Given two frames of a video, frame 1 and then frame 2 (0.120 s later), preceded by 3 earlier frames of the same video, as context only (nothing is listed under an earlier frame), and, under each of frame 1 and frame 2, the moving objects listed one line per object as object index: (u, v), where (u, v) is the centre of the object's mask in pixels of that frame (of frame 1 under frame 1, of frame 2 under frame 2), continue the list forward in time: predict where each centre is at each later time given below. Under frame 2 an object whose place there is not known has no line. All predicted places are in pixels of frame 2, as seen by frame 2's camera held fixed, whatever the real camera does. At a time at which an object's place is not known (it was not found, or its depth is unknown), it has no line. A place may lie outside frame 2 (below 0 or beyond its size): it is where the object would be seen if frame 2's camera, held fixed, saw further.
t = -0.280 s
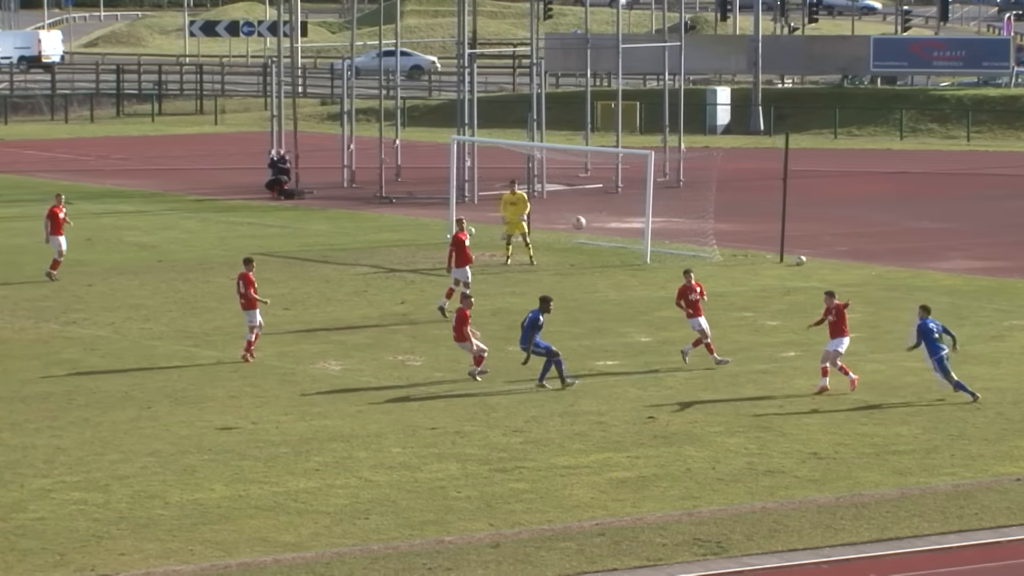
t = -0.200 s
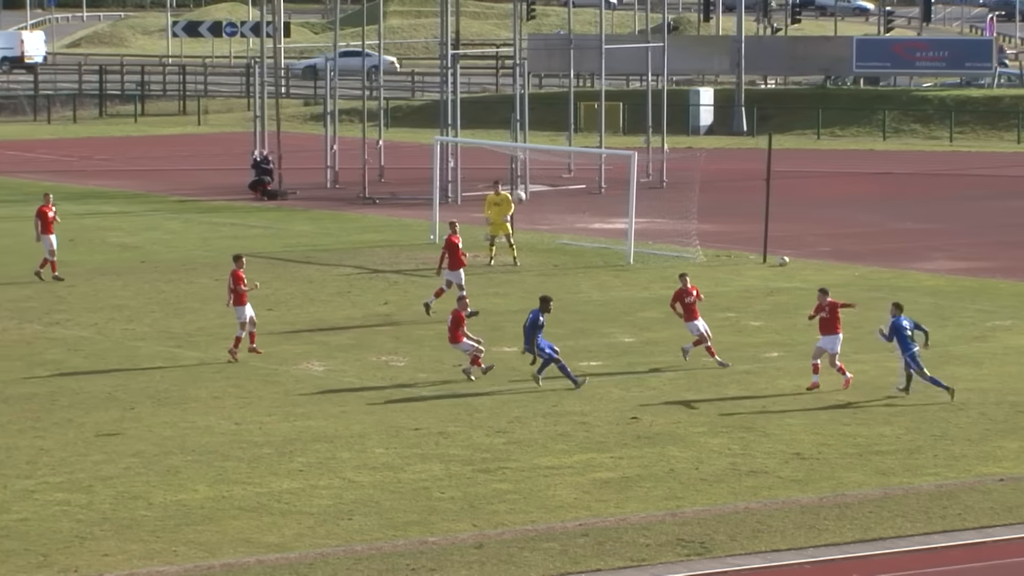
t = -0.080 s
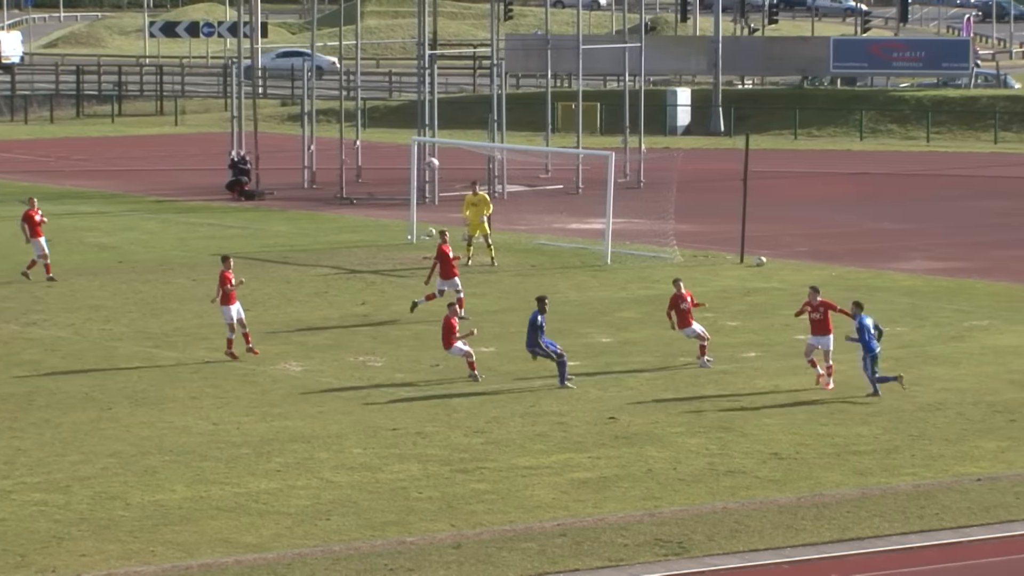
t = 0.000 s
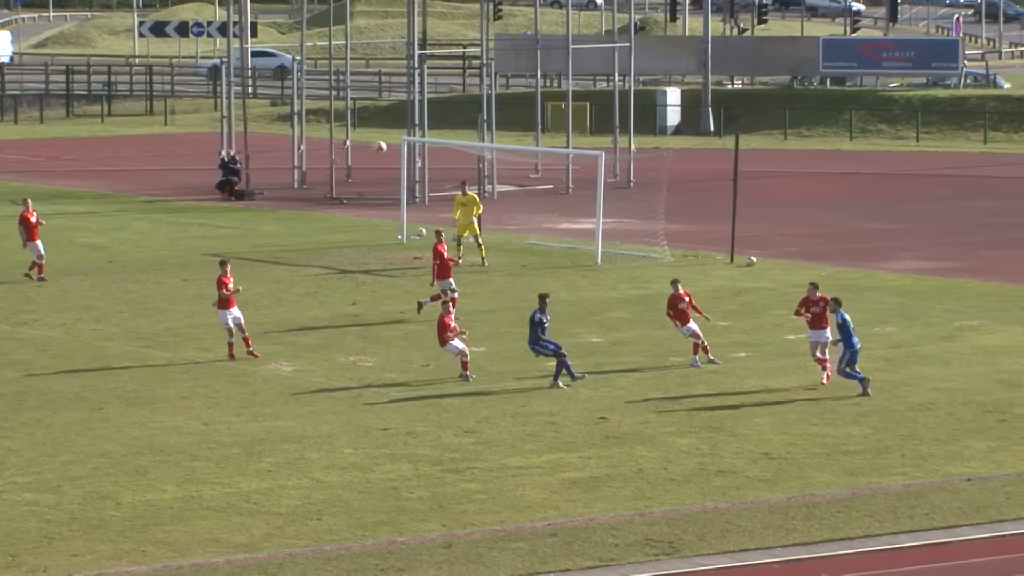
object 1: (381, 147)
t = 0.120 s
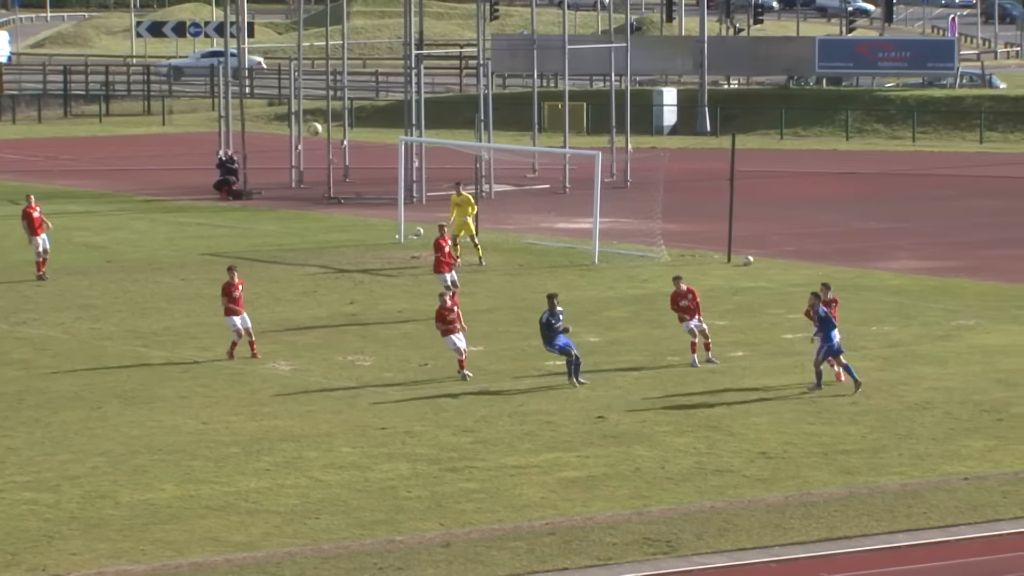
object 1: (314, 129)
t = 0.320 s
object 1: (216, 117)
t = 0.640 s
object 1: (57, 146)
